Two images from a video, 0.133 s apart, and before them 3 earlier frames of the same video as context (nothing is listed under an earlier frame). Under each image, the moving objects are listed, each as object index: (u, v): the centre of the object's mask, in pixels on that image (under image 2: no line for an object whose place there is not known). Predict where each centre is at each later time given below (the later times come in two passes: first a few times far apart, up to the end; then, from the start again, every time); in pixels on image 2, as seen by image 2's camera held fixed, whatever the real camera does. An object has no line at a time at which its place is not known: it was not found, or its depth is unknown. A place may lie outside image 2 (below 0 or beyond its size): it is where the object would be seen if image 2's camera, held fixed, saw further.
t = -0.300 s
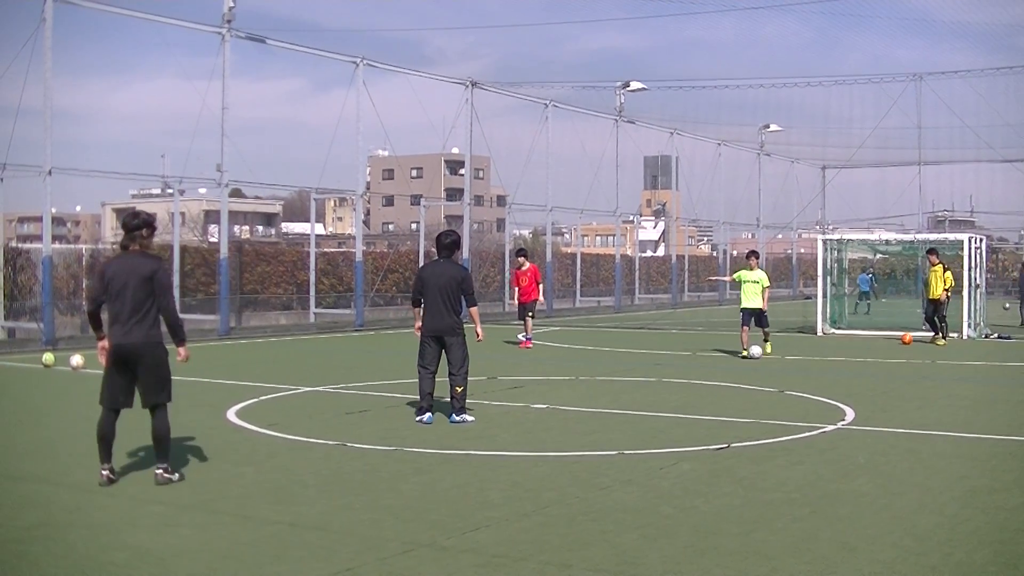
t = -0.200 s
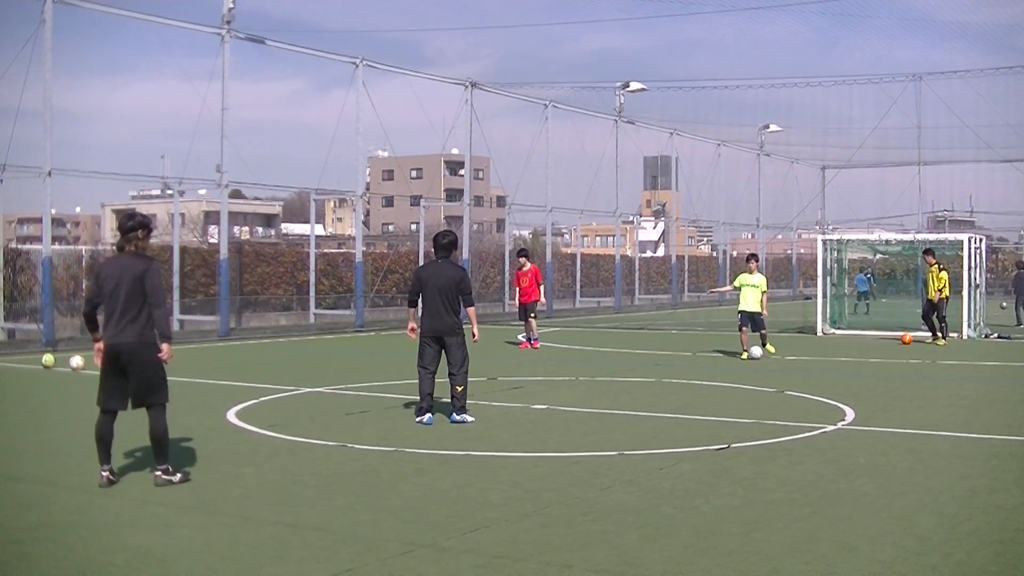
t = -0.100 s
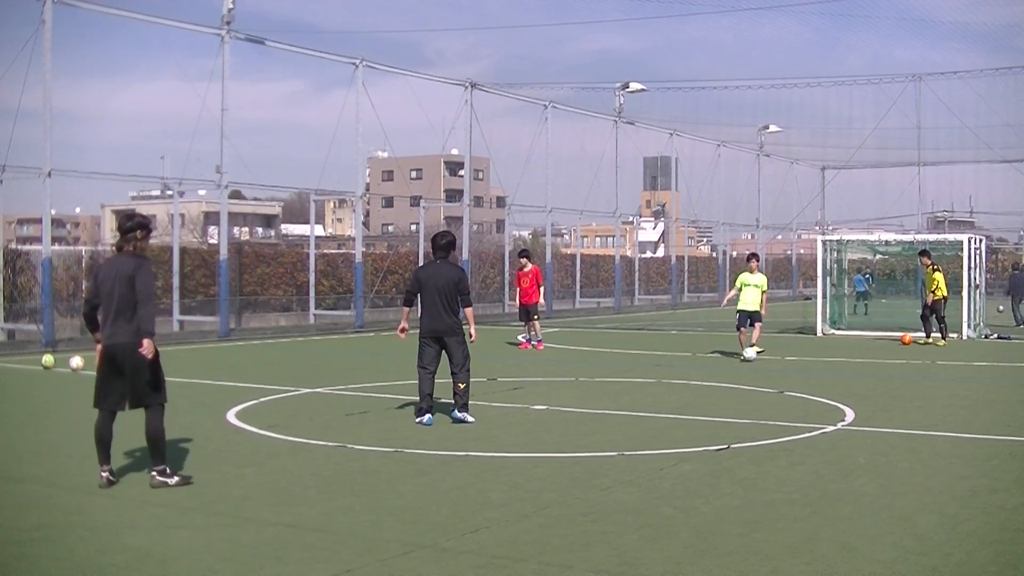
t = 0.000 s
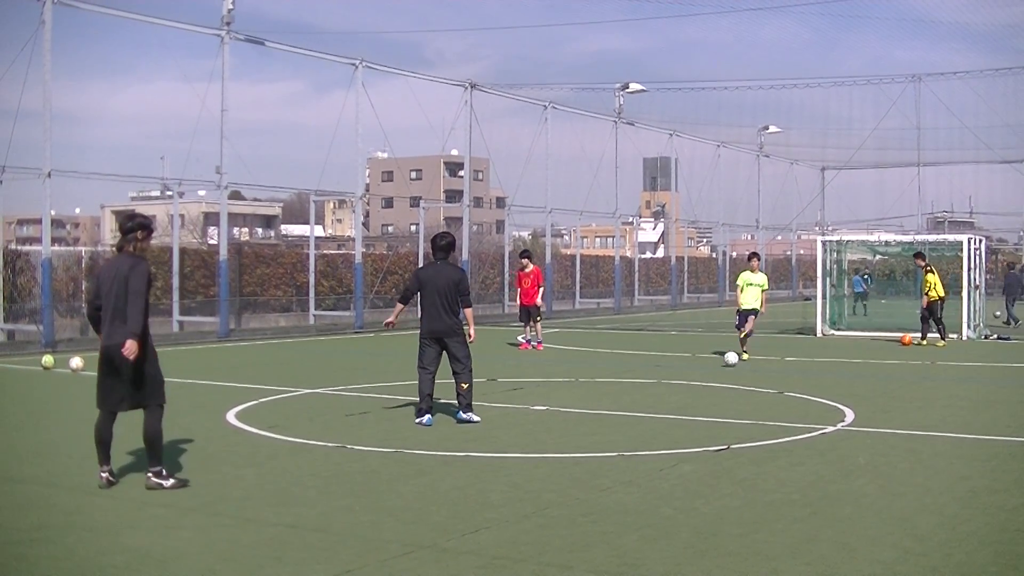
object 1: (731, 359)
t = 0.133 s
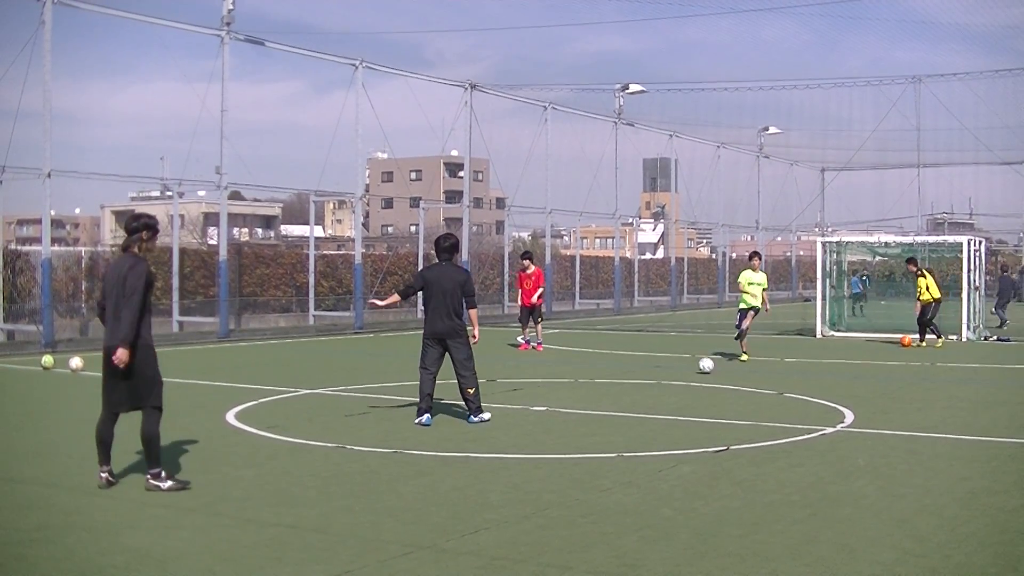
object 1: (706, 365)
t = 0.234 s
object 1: (687, 370)
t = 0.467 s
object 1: (643, 379)
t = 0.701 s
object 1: (597, 389)
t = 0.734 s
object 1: (591, 390)
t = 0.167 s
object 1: (699, 367)
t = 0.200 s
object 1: (694, 368)
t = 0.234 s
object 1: (687, 370)
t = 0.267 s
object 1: (681, 371)
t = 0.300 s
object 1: (674, 372)
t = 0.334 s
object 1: (668, 373)
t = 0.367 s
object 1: (662, 375)
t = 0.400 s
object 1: (656, 376)
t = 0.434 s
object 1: (649, 378)
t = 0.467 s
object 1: (643, 379)
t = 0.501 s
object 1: (636, 381)
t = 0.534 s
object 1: (630, 382)
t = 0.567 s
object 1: (624, 384)
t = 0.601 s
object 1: (618, 384)
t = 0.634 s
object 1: (611, 386)
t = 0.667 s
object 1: (604, 388)
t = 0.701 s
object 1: (597, 389)
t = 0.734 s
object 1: (591, 390)
